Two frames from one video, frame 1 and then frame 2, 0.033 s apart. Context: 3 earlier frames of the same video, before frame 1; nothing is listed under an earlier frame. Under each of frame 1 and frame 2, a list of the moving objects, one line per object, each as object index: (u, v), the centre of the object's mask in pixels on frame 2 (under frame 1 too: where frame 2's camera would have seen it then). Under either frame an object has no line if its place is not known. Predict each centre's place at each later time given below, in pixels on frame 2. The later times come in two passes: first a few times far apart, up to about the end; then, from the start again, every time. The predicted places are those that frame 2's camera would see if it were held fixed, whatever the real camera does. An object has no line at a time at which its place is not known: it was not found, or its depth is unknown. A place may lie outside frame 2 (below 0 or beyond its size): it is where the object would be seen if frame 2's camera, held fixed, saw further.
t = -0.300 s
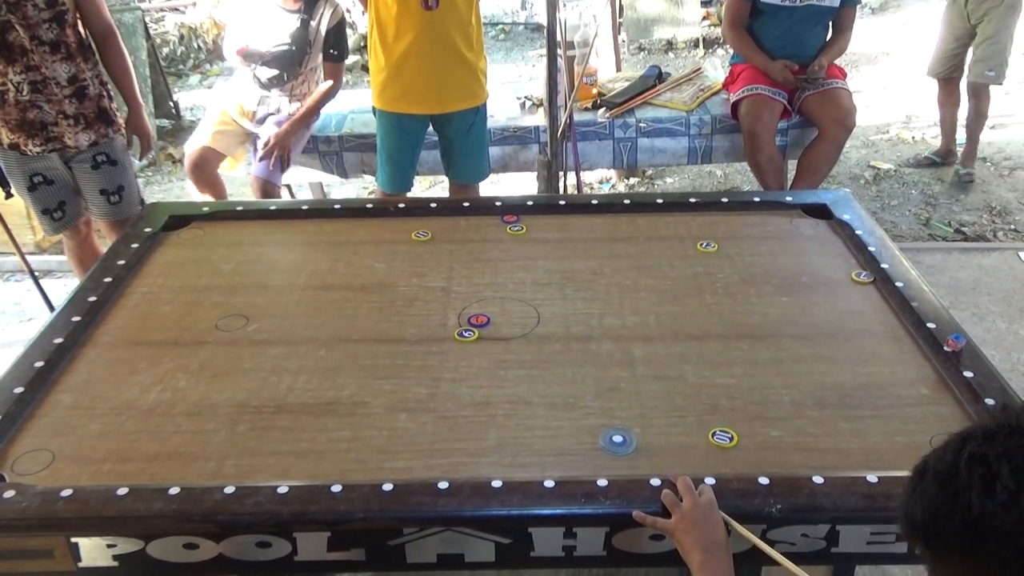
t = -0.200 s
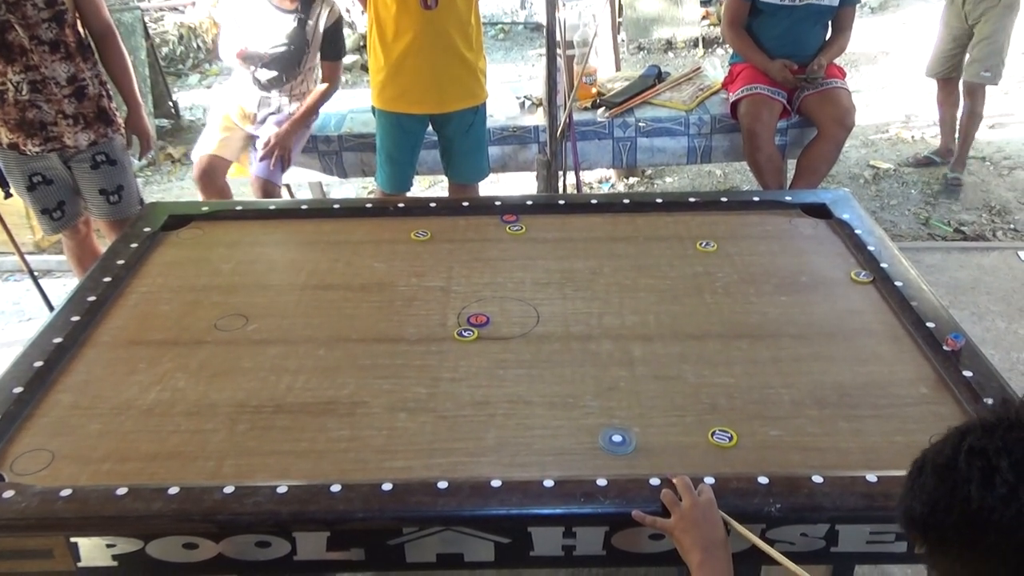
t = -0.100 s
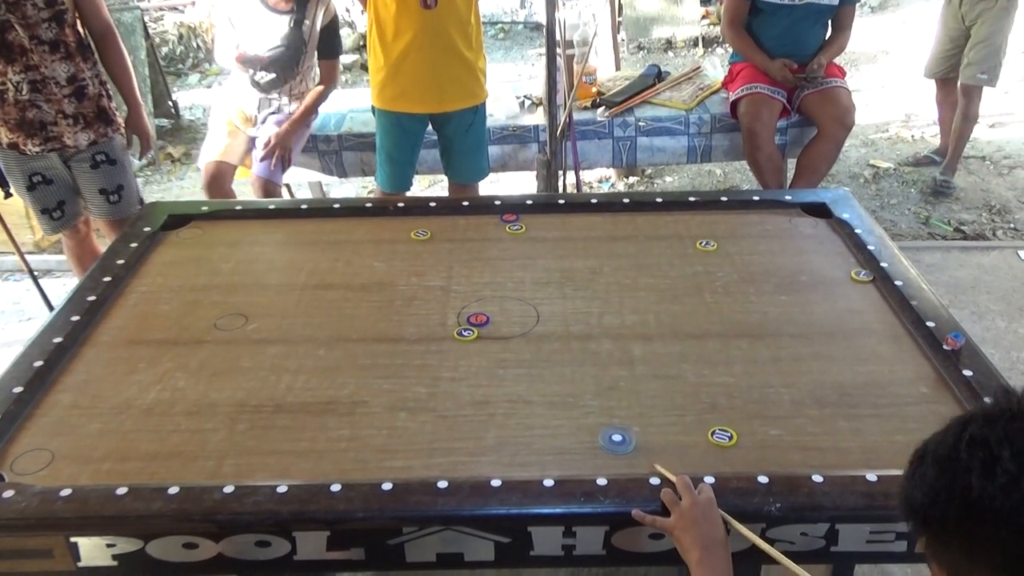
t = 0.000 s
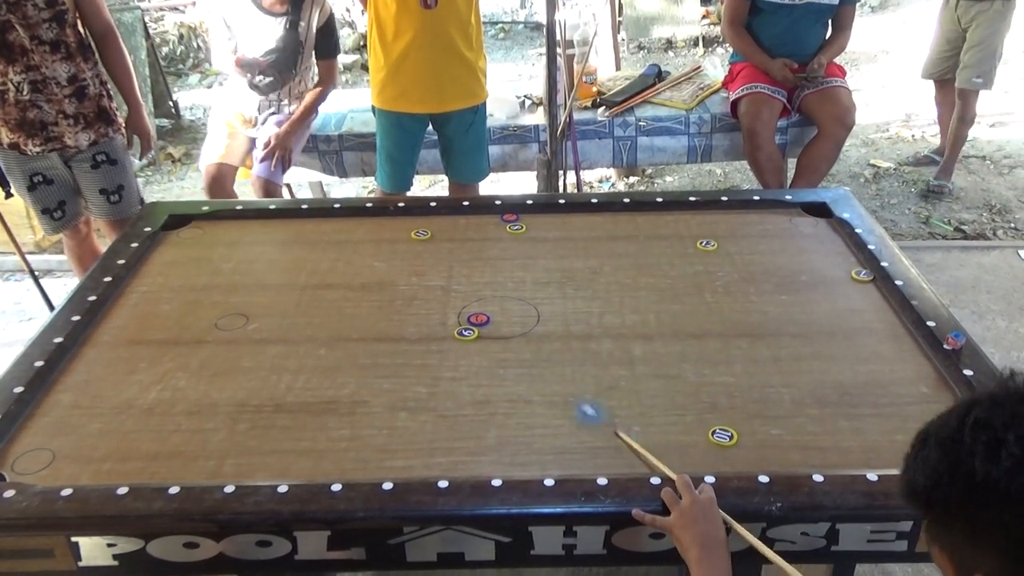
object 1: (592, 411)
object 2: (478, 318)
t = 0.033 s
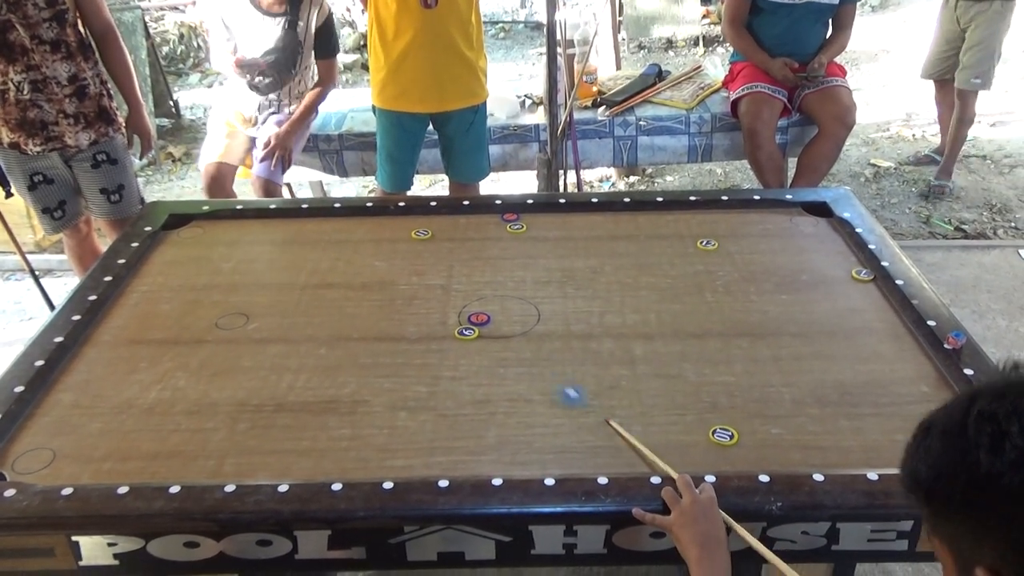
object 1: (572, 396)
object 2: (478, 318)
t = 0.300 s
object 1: (489, 303)
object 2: (403, 290)
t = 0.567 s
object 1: (468, 255)
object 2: (249, 233)
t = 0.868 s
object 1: (454, 221)
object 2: (191, 255)
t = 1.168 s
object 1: (462, 232)
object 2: (248, 291)
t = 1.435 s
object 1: (466, 236)
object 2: (292, 317)
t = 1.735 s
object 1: (466, 236)
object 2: (337, 341)
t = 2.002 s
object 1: (466, 236)
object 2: (373, 357)
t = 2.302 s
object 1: (466, 235)
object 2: (391, 362)
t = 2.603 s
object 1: (466, 235)
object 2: (392, 363)
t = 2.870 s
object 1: (465, 235)
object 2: (391, 363)
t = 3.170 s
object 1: (465, 236)
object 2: (391, 363)
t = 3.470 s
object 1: (466, 236)
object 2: (391, 363)
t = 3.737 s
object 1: (466, 236)
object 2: (391, 364)
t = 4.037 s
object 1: (466, 236)
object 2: (391, 364)
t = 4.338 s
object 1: (466, 236)
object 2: (391, 363)
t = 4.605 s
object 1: (466, 235)
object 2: (391, 364)
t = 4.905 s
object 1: (466, 236)
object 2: (391, 363)
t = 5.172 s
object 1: (466, 236)
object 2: (391, 363)
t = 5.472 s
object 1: (466, 236)
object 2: (391, 363)
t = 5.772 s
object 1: (466, 236)
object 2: (391, 363)
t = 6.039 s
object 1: (466, 236)
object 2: (391, 363)
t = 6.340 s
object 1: (466, 236)
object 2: (391, 363)
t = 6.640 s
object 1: (466, 236)
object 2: (391, 363)
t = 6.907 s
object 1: (466, 236)
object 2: (391, 363)
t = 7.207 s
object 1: (465, 236)
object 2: (391, 363)
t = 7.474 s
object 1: (466, 236)
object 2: (391, 363)
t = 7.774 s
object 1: (466, 236)
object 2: (391, 364)
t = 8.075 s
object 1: (466, 236)
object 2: (391, 364)
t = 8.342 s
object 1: (466, 236)
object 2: (391, 364)
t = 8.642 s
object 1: (466, 235)
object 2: (391, 364)
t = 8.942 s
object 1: (466, 236)
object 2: (391, 364)
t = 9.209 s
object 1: (465, 236)
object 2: (391, 364)
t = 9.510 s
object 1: (465, 236)
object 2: (391, 364)
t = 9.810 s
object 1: (465, 236)
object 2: (391, 364)
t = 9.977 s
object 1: (466, 236)
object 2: (391, 364)
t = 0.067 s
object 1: (556, 380)
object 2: (478, 318)
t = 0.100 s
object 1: (540, 365)
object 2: (478, 318)
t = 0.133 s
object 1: (525, 350)
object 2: (478, 318)
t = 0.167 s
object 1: (511, 338)
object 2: (478, 318)
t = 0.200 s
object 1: (497, 327)
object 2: (475, 317)
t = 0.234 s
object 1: (496, 317)
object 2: (449, 307)
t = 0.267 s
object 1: (494, 311)
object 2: (426, 298)
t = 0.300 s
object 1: (489, 303)
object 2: (403, 290)
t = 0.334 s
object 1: (486, 295)
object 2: (381, 281)
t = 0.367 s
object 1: (483, 289)
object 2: (359, 273)
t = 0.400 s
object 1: (482, 282)
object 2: (339, 265)
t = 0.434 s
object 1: (478, 276)
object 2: (320, 259)
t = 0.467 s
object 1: (475, 270)
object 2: (301, 251)
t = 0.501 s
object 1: (473, 264)
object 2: (284, 245)
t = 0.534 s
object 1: (470, 259)
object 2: (266, 239)
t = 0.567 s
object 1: (468, 255)
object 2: (249, 233)
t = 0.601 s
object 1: (466, 250)
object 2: (234, 227)
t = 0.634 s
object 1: (465, 246)
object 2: (217, 225)
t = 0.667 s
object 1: (463, 241)
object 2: (200, 230)
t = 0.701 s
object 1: (461, 238)
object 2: (184, 235)
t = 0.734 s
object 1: (459, 234)
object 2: (168, 239)
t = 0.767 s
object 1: (458, 231)
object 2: (172, 243)
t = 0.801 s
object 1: (456, 228)
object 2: (178, 248)
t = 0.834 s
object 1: (454, 224)
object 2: (185, 252)
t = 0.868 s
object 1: (454, 221)
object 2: (191, 255)
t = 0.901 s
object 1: (453, 220)
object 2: (198, 260)
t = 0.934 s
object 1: (454, 222)
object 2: (204, 264)
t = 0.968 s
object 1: (455, 223)
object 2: (210, 268)
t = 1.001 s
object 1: (457, 226)
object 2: (216, 271)
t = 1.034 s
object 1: (458, 228)
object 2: (223, 276)
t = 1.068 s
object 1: (459, 229)
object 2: (229, 280)
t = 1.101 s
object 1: (460, 230)
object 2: (235, 283)
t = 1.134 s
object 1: (461, 231)
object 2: (241, 287)
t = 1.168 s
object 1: (462, 232)
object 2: (248, 291)
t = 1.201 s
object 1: (463, 233)
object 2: (253, 295)
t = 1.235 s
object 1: (463, 233)
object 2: (259, 298)
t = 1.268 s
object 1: (464, 234)
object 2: (265, 302)
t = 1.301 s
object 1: (465, 235)
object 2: (270, 305)
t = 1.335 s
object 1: (465, 235)
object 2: (276, 308)
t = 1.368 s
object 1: (465, 235)
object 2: (281, 311)
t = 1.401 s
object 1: (466, 236)
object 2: (287, 314)
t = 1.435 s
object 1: (466, 236)
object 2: (292, 317)
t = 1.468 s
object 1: (466, 236)
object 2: (297, 320)
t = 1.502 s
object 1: (466, 235)
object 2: (302, 323)
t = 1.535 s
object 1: (466, 236)
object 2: (307, 326)
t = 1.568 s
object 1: (466, 236)
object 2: (312, 328)
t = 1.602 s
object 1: (466, 236)
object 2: (317, 331)
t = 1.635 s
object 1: (466, 236)
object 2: (322, 334)
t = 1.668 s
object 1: (466, 236)
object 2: (327, 336)
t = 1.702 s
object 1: (466, 235)
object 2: (332, 338)
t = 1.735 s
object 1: (466, 236)
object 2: (337, 341)
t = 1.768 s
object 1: (466, 236)
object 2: (341, 343)
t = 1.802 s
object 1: (466, 235)
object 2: (346, 345)
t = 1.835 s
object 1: (465, 236)
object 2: (351, 347)
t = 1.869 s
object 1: (466, 236)
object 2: (355, 349)
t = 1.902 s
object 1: (466, 236)
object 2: (360, 352)
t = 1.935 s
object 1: (466, 236)
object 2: (364, 354)
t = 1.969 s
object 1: (466, 236)
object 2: (368, 355)
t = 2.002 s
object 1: (466, 236)
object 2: (373, 357)
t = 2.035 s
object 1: (466, 236)
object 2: (376, 358)
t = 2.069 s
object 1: (466, 236)
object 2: (380, 360)
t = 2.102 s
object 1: (466, 236)
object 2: (383, 361)
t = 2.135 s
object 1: (466, 235)
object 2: (386, 362)
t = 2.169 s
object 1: (466, 235)
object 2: (388, 362)
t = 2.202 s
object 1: (466, 235)
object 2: (389, 363)
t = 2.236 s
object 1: (466, 235)
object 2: (390, 362)
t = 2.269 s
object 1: (466, 235)
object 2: (390, 362)
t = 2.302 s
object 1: (466, 235)
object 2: (391, 362)
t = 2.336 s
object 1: (466, 235)
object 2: (391, 362)
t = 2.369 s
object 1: (466, 235)
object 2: (391, 362)
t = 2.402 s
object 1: (466, 235)
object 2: (392, 362)
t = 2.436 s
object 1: (466, 235)
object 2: (392, 362)
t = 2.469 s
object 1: (466, 235)
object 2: (392, 362)
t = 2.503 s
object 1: (466, 235)
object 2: (392, 363)
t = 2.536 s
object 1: (466, 235)
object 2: (392, 363)
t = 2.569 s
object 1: (466, 235)
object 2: (392, 363)
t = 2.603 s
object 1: (466, 235)
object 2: (392, 363)
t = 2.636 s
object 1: (466, 235)
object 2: (392, 363)
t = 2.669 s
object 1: (466, 235)
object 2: (391, 363)
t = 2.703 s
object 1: (466, 235)
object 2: (391, 363)
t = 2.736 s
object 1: (465, 235)
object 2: (391, 363)
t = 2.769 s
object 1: (466, 235)
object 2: (391, 363)
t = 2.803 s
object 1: (466, 236)
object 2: (391, 363)
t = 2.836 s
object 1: (466, 235)
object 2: (391, 363)
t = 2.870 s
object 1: (465, 235)
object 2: (391, 363)
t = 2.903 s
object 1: (466, 235)
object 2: (391, 363)
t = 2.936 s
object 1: (466, 235)
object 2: (391, 363)
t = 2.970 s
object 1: (466, 235)
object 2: (391, 363)
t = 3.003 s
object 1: (466, 235)
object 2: (391, 363)
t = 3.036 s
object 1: (466, 235)
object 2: (391, 363)
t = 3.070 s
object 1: (466, 235)
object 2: (391, 363)
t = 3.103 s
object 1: (466, 236)
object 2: (391, 363)
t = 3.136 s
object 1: (465, 236)
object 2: (391, 364)
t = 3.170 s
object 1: (465, 236)
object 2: (391, 363)
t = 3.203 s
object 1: (466, 235)
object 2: (391, 363)
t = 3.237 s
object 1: (466, 236)
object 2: (391, 363)
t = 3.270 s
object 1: (465, 236)
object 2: (391, 363)
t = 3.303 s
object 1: (466, 236)
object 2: (391, 363)
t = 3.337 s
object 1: (466, 236)
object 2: (391, 363)
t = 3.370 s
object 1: (465, 236)
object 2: (391, 363)
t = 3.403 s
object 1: (466, 236)
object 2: (391, 363)
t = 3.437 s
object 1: (466, 236)
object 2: (391, 363)
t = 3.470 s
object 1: (466, 236)
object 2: (391, 363)
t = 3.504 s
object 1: (466, 236)
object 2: (391, 363)
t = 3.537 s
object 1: (466, 236)
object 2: (391, 363)
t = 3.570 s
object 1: (466, 236)
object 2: (391, 363)
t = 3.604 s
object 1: (466, 236)
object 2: (391, 363)
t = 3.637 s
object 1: (466, 236)
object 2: (391, 364)
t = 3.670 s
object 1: (466, 236)
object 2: (391, 364)
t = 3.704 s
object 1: (466, 236)
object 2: (391, 364)
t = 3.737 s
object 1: (466, 236)
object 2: (391, 364)
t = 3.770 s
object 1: (466, 236)
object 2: (391, 364)
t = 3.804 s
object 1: (466, 236)
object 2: (391, 364)
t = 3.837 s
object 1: (466, 236)
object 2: (391, 364)
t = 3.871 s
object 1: (466, 236)
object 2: (391, 364)
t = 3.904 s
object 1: (466, 236)
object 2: (391, 364)
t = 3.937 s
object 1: (466, 236)
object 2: (391, 364)
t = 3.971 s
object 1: (466, 236)
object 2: (391, 364)
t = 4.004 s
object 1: (466, 236)
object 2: (391, 364)
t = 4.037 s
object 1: (466, 236)
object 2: (391, 364)
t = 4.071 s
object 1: (466, 236)
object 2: (391, 364)
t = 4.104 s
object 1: (466, 236)
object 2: (391, 363)
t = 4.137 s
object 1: (466, 236)
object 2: (391, 363)
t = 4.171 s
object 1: (466, 236)
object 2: (391, 364)
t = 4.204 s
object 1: (466, 236)
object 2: (391, 364)
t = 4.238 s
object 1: (466, 236)
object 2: (391, 363)
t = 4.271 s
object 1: (466, 236)
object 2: (391, 363)
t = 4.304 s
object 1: (466, 236)
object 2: (391, 363)
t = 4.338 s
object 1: (466, 236)
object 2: (391, 363)
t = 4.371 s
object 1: (466, 236)
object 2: (391, 363)
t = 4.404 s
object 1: (466, 236)
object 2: (391, 363)
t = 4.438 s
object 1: (466, 236)
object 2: (391, 363)
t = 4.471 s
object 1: (466, 235)
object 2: (391, 363)
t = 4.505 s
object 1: (466, 236)
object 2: (391, 363)
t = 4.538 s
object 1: (466, 236)
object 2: (391, 363)
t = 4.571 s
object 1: (466, 235)
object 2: (391, 364)
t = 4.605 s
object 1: (466, 235)
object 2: (391, 364)
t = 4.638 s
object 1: (466, 236)
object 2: (391, 363)
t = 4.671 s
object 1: (466, 236)
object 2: (391, 364)
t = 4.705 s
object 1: (466, 235)
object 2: (391, 364)
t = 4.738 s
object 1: (466, 236)
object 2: (391, 364)
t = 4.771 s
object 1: (466, 235)
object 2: (391, 364)
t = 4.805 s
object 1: (466, 236)
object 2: (391, 363)
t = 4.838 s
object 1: (466, 236)
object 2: (391, 363)
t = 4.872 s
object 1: (466, 236)
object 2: (391, 363)
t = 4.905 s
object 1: (466, 236)
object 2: (391, 363)
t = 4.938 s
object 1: (466, 236)
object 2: (391, 363)
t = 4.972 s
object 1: (466, 236)
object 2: (391, 364)
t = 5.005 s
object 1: (466, 236)
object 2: (391, 363)
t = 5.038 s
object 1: (466, 236)
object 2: (391, 364)
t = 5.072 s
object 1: (466, 236)
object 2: (391, 363)
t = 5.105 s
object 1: (466, 236)
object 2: (391, 363)
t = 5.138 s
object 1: (466, 236)
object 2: (391, 363)
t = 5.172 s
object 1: (466, 236)
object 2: (391, 363)
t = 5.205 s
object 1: (466, 236)
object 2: (391, 363)
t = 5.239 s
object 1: (466, 236)
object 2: (391, 363)
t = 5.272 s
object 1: (466, 236)
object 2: (391, 363)
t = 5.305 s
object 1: (466, 236)
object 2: (391, 363)
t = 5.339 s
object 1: (466, 236)
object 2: (391, 363)
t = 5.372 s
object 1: (466, 236)
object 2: (391, 363)
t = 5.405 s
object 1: (466, 236)
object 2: (391, 363)
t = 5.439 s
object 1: (466, 236)
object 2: (391, 363)
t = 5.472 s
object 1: (466, 236)
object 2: (391, 363)
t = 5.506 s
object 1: (466, 236)
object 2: (391, 363)
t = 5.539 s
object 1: (466, 236)
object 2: (391, 363)
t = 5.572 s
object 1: (466, 236)
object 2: (391, 363)
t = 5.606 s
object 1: (466, 236)
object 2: (391, 363)
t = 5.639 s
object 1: (466, 236)
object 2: (391, 363)
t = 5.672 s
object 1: (466, 236)
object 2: (391, 363)
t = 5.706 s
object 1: (466, 235)
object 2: (391, 363)
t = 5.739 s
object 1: (466, 236)
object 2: (391, 363)
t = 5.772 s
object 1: (466, 236)
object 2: (391, 363)
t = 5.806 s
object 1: (466, 235)
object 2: (391, 363)
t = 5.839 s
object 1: (466, 236)
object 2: (391, 363)
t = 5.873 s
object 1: (466, 236)
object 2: (391, 363)
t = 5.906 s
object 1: (466, 236)
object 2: (391, 363)
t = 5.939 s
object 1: (466, 236)
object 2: (391, 363)
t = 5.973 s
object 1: (466, 236)
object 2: (391, 363)
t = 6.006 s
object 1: (466, 235)
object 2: (391, 363)
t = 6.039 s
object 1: (466, 236)
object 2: (391, 363)
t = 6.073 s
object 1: (466, 236)
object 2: (391, 363)
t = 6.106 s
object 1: (466, 236)
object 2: (391, 363)
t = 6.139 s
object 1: (466, 236)
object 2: (391, 363)
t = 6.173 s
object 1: (466, 236)
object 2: (391, 363)
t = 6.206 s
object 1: (466, 236)
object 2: (391, 363)
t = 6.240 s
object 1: (466, 236)
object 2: (391, 363)
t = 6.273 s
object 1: (466, 236)
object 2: (391, 363)
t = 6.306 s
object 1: (466, 236)
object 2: (391, 363)
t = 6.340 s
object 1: (466, 236)
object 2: (391, 363)
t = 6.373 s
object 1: (466, 236)
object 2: (391, 363)
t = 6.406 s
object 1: (466, 236)
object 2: (391, 363)
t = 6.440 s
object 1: (466, 236)
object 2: (391, 363)
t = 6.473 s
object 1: (466, 235)
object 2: (391, 363)
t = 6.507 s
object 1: (466, 236)
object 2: (391, 363)
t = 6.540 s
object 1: (466, 236)
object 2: (391, 363)
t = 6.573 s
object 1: (466, 236)
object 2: (391, 363)
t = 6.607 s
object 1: (466, 235)
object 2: (391, 363)
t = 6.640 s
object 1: (466, 236)
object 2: (391, 363)
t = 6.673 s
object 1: (466, 236)
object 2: (391, 363)
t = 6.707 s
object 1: (466, 235)
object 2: (391, 363)
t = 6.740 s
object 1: (466, 235)
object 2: (391, 363)
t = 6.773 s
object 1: (466, 236)
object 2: (391, 363)
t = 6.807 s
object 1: (466, 236)
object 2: (391, 363)
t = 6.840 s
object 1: (466, 236)
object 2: (391, 363)
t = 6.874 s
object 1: (466, 236)
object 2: (391, 363)
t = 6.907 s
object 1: (466, 236)
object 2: (391, 363)
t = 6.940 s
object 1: (466, 236)
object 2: (391, 363)
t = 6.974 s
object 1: (466, 236)
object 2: (391, 363)
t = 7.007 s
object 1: (466, 235)
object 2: (391, 363)
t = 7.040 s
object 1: (466, 235)
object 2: (391, 363)
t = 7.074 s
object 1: (466, 236)
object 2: (391, 363)
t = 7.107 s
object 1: (466, 236)
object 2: (391, 363)
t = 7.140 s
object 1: (466, 236)
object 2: (391, 363)
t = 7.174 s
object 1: (466, 236)
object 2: (391, 364)
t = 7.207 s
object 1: (465, 236)
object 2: (391, 363)
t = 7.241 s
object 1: (466, 236)
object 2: (391, 363)
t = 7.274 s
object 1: (466, 236)
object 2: (391, 363)
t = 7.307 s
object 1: (466, 236)
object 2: (391, 363)
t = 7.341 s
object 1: (466, 236)
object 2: (391, 363)
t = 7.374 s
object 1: (465, 236)
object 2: (391, 364)
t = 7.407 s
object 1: (466, 236)
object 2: (391, 363)
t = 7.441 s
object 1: (466, 235)
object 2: (391, 363)
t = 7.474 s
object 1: (466, 236)
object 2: (391, 363)
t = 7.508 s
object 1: (466, 236)
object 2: (391, 363)
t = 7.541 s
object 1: (466, 236)
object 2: (391, 363)
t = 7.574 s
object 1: (466, 236)
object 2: (391, 363)
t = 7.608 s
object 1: (466, 236)
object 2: (391, 363)
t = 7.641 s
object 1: (466, 235)
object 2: (391, 363)
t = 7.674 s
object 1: (466, 235)
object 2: (391, 363)
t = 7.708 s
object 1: (466, 236)
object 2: (391, 364)
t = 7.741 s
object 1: (466, 236)
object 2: (391, 364)
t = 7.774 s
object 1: (466, 236)
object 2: (391, 364)
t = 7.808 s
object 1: (466, 235)
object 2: (391, 364)
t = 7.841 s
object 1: (466, 235)
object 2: (391, 364)
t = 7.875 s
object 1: (466, 236)
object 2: (391, 364)
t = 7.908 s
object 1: (466, 236)
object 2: (391, 364)
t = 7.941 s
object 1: (466, 236)
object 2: (391, 364)
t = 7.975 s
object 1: (466, 235)
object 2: (391, 364)
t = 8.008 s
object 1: (466, 236)
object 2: (391, 364)
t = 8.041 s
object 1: (466, 235)
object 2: (391, 364)
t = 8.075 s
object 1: (466, 236)
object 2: (391, 364)
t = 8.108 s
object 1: (466, 236)
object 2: (391, 364)
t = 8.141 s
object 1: (466, 236)
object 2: (391, 364)
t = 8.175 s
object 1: (466, 236)
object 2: (391, 364)
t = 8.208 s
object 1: (466, 236)
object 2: (391, 364)
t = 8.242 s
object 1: (466, 236)
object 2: (391, 364)
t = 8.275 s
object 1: (466, 236)
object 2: (391, 364)
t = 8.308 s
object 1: (466, 235)
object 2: (391, 364)
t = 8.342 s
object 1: (466, 236)
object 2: (391, 364)
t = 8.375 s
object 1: (466, 236)
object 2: (391, 364)
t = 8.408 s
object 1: (466, 236)
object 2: (391, 364)
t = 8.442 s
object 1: (466, 236)
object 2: (391, 364)
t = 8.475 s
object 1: (466, 236)
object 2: (391, 364)
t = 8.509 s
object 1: (466, 236)
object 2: (391, 364)
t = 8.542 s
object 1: (466, 236)
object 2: (391, 364)
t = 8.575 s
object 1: (466, 236)
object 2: (391, 364)
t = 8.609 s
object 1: (466, 235)
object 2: (391, 364)
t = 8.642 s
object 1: (466, 235)
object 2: (391, 364)
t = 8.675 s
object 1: (466, 235)
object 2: (391, 364)
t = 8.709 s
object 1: (465, 235)
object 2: (391, 364)
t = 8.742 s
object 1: (465, 236)
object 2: (391, 364)
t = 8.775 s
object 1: (466, 236)
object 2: (391, 364)
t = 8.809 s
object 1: (466, 236)
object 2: (391, 364)
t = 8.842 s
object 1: (466, 235)
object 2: (391, 364)
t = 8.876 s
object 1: (466, 236)
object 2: (391, 364)
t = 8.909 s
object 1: (466, 236)
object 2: (391, 364)
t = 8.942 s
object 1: (466, 236)
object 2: (391, 364)
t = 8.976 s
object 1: (466, 236)
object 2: (391, 364)
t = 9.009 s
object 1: (465, 236)
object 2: (391, 364)
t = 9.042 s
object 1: (465, 236)
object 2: (391, 364)
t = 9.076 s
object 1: (466, 236)
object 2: (391, 364)
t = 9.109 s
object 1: (466, 236)
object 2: (391, 364)
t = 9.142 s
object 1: (466, 236)
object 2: (391, 364)
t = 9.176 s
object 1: (466, 235)
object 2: (391, 364)
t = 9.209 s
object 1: (465, 236)
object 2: (391, 364)
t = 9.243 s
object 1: (466, 236)
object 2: (391, 364)
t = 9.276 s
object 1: (465, 236)
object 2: (391, 364)
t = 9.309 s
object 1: (465, 236)
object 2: (391, 364)
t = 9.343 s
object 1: (465, 236)
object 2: (391, 364)
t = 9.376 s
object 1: (465, 236)
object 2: (391, 363)
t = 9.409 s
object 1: (465, 236)
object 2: (391, 364)
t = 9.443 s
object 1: (465, 236)
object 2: (391, 363)
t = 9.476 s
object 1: (466, 236)
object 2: (391, 363)
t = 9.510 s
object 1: (465, 236)
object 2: (391, 364)
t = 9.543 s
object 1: (465, 236)
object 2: (391, 364)
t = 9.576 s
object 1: (465, 236)
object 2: (391, 363)
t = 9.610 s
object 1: (465, 236)
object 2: (391, 364)
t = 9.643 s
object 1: (465, 236)
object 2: (391, 364)
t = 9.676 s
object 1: (466, 235)
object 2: (391, 364)
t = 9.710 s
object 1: (465, 236)
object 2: (391, 364)
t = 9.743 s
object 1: (466, 236)
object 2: (391, 364)
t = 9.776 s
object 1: (465, 236)
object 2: (391, 364)
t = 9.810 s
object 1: (465, 236)
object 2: (391, 364)
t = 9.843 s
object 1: (465, 235)
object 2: (391, 364)
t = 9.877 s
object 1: (466, 236)
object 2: (391, 364)
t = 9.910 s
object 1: (466, 236)
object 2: (391, 364)
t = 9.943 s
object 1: (465, 236)
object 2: (391, 364)
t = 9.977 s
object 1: (466, 236)
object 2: (391, 364)
